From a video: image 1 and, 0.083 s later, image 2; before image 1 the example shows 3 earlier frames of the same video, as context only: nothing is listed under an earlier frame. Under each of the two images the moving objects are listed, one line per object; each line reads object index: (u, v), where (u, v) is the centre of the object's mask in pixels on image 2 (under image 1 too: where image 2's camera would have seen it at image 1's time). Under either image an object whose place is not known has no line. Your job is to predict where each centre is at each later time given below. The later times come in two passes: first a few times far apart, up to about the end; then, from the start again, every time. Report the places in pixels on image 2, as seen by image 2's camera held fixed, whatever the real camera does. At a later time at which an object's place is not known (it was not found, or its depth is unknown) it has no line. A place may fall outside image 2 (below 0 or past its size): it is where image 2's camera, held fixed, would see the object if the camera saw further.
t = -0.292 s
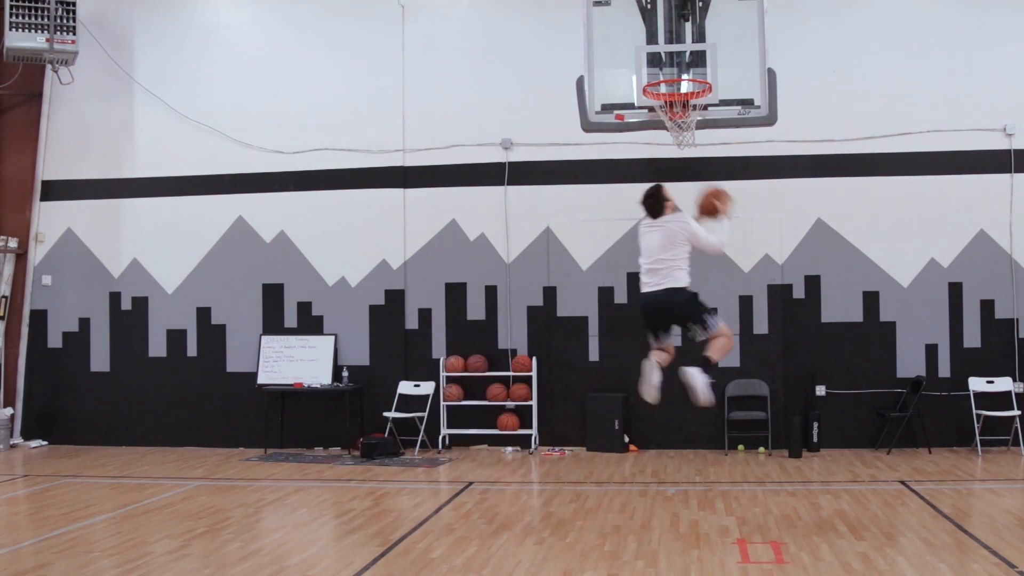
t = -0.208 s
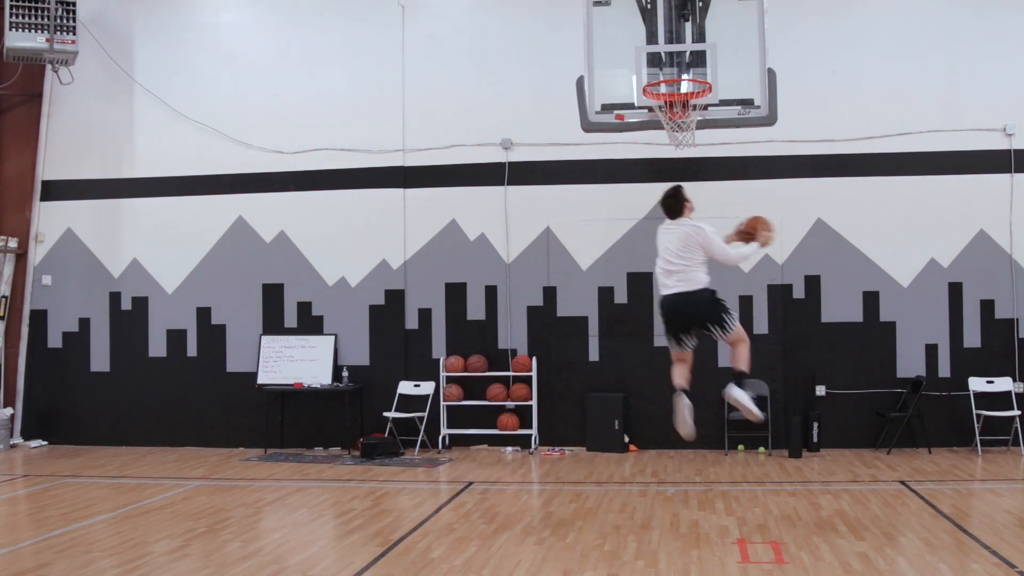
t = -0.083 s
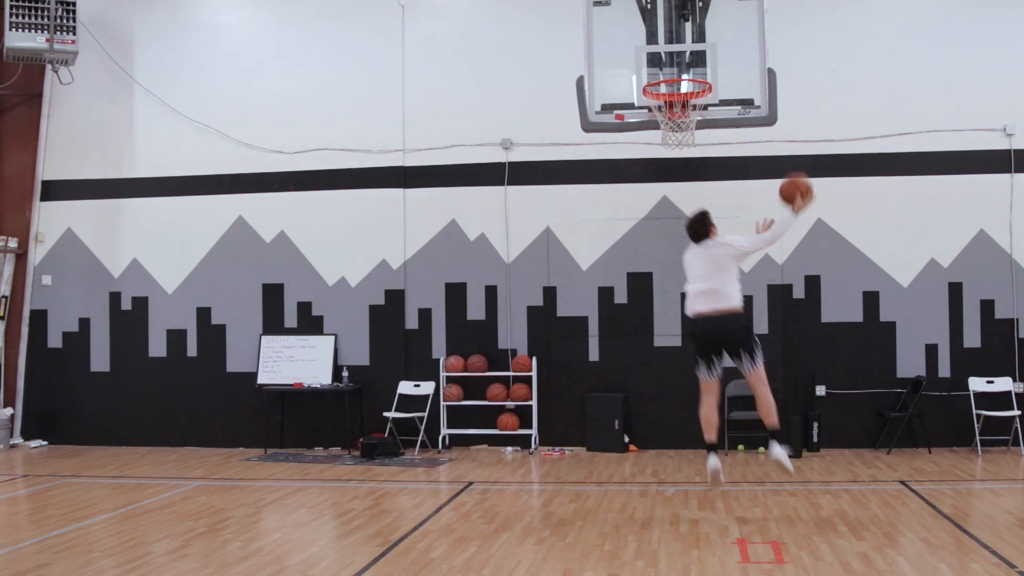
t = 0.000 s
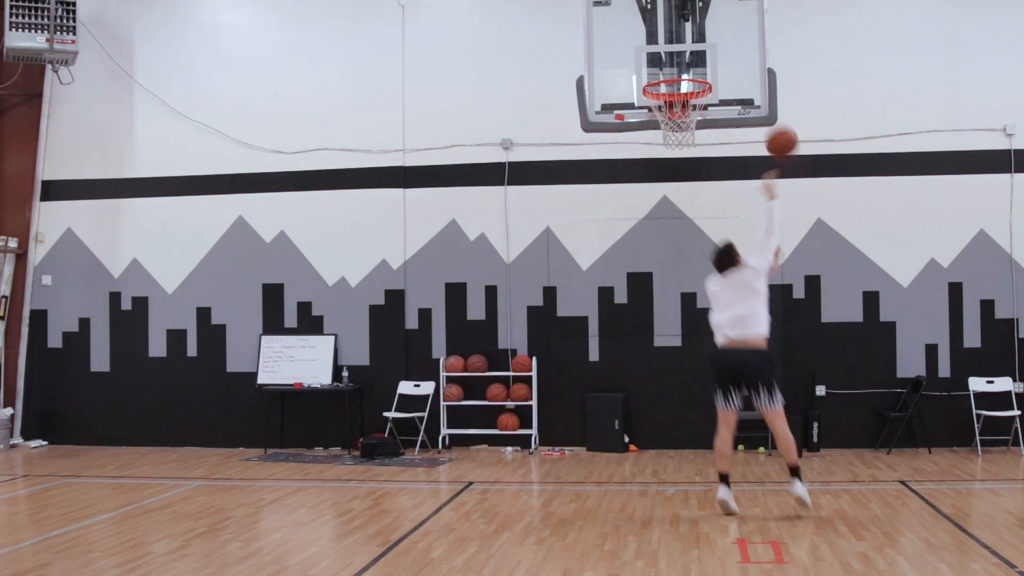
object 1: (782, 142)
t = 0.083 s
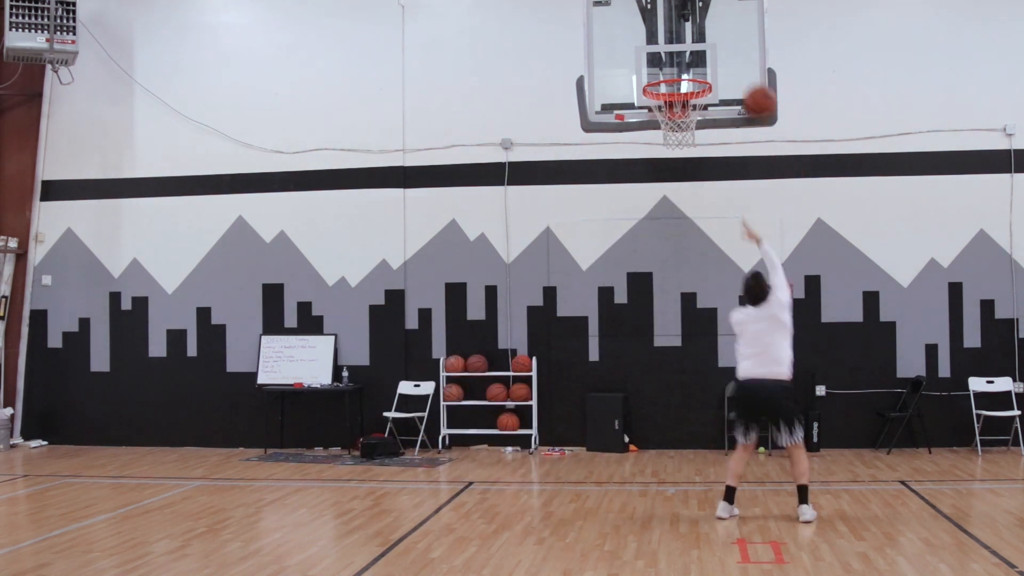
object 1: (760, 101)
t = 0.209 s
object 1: (729, 60)
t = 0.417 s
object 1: (687, 64)
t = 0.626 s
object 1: (670, 120)
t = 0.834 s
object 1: (693, 210)
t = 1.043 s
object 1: (718, 366)
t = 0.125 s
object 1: (748, 83)
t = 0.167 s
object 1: (738, 69)
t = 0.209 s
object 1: (729, 60)
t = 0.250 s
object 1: (720, 56)
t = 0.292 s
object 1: (711, 55)
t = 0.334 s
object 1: (703, 56)
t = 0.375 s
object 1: (694, 59)
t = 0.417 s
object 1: (687, 64)
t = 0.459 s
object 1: (677, 68)
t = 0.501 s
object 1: (668, 73)
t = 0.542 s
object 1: (662, 99)
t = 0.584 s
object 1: (665, 107)
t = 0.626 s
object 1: (670, 120)
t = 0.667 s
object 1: (674, 136)
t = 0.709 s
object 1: (679, 152)
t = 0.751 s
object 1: (684, 167)
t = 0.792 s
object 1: (688, 185)
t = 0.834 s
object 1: (693, 210)
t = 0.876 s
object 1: (698, 236)
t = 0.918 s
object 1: (704, 264)
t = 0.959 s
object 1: (708, 297)
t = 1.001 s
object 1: (713, 329)
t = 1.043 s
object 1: (718, 366)
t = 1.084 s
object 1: (724, 403)
